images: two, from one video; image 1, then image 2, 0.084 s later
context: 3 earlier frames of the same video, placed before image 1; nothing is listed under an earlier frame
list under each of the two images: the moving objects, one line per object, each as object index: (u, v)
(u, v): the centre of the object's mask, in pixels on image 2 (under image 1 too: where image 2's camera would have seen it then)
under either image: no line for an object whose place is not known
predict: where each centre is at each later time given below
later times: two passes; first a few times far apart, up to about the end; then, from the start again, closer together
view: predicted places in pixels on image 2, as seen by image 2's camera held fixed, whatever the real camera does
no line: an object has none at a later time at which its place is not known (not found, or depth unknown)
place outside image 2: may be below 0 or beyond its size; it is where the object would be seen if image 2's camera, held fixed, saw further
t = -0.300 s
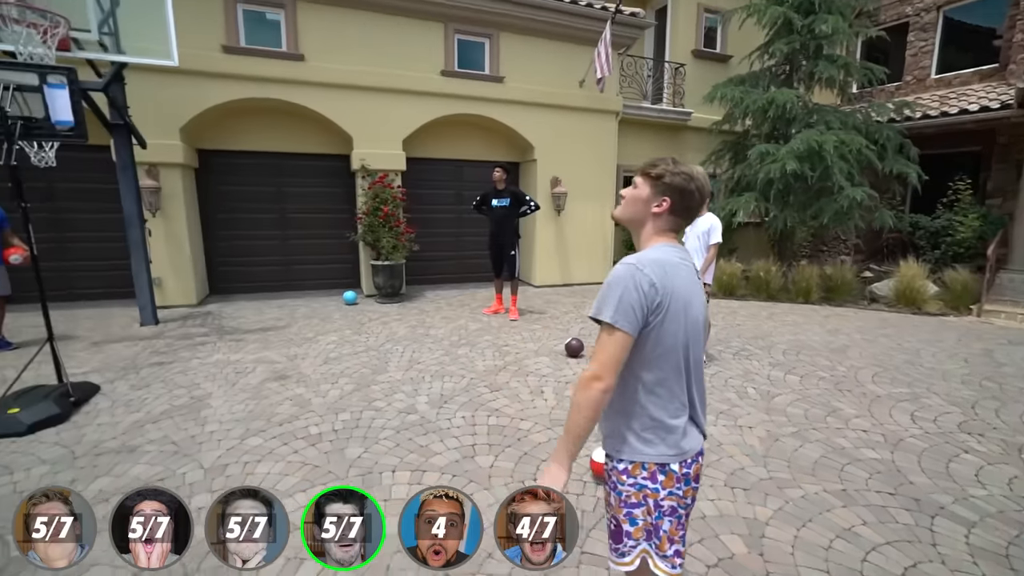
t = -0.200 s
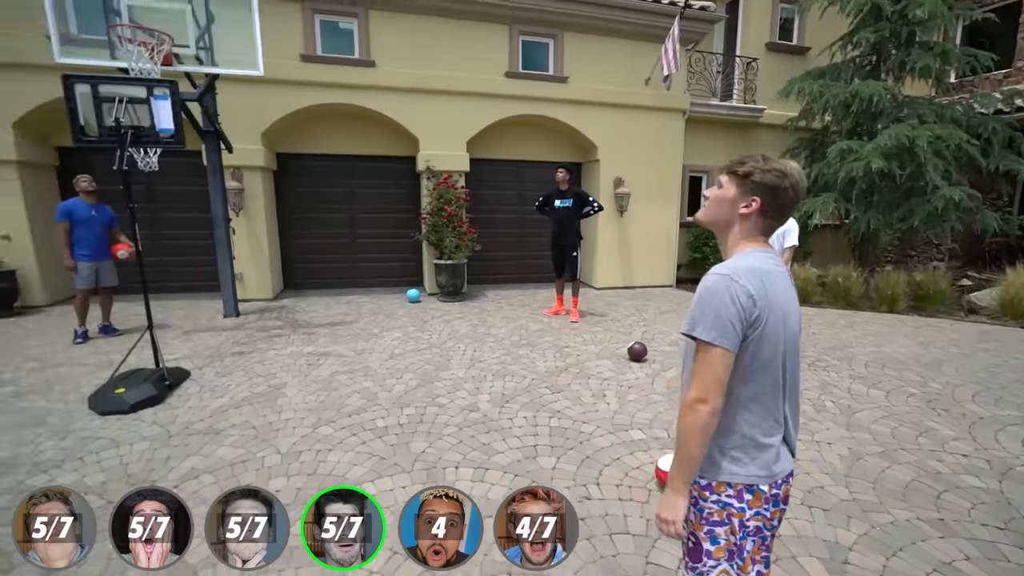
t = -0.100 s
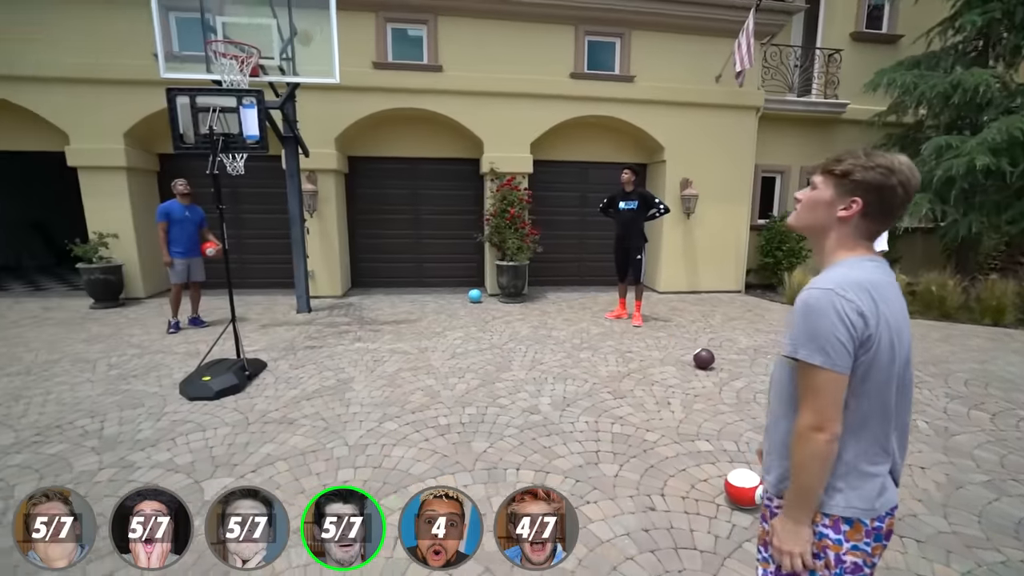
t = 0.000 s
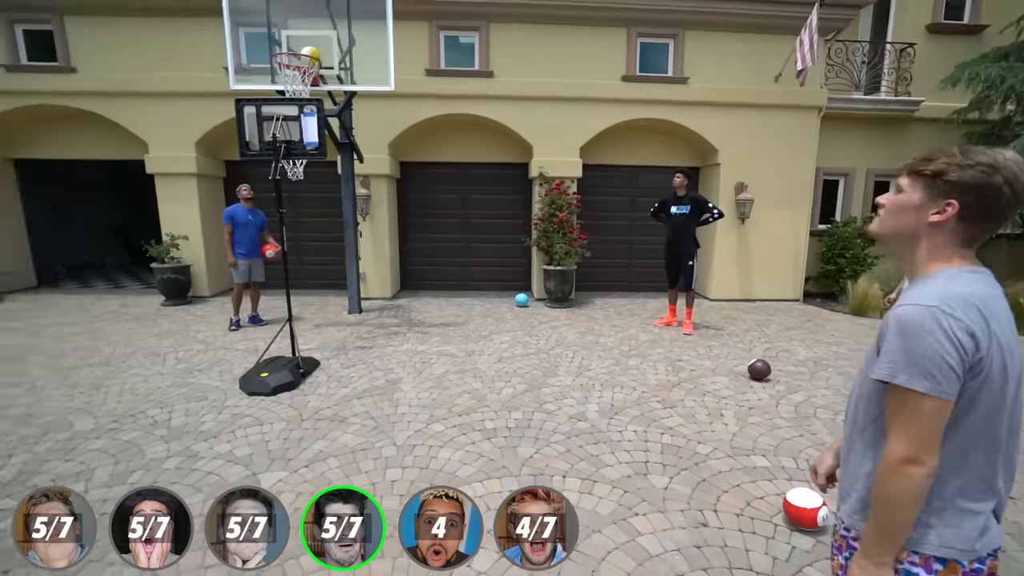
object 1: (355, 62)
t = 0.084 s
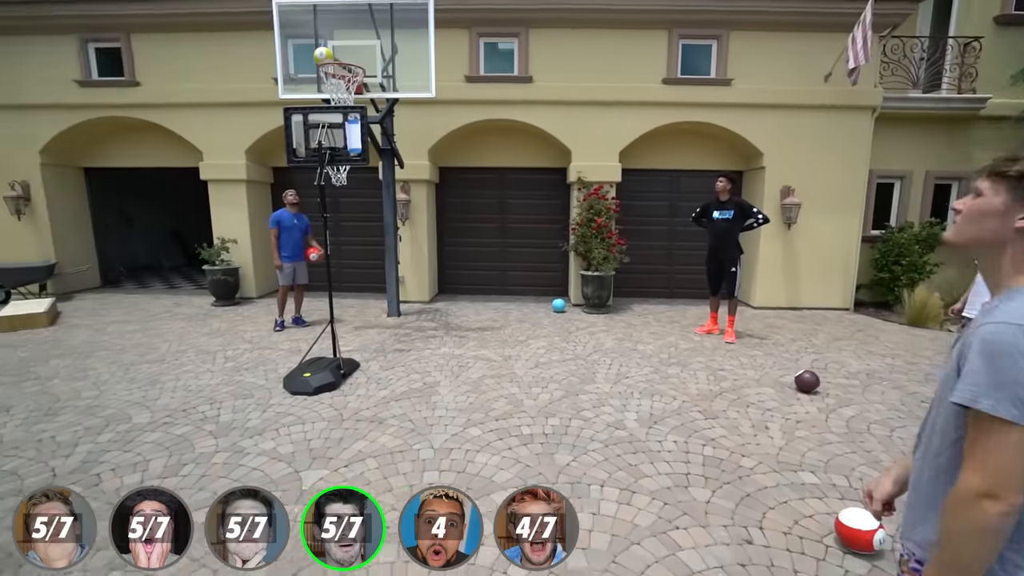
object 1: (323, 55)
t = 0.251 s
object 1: (272, 30)
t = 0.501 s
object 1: (198, 41)
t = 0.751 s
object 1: (133, 116)
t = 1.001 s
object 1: (85, 246)
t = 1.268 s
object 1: (28, 285)
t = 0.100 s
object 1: (317, 53)
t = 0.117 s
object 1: (313, 50)
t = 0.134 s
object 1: (308, 46)
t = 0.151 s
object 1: (303, 43)
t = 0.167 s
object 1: (297, 39)
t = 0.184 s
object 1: (292, 36)
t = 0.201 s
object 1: (287, 34)
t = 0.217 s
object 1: (283, 33)
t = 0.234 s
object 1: (277, 30)
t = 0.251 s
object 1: (272, 30)
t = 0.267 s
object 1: (268, 29)
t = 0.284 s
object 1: (262, 27)
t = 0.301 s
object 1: (257, 27)
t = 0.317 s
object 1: (252, 26)
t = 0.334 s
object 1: (247, 26)
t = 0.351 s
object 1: (242, 26)
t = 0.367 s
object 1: (237, 26)
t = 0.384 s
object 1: (232, 27)
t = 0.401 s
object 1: (227, 28)
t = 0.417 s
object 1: (222, 30)
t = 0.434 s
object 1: (217, 32)
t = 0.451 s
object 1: (213, 34)
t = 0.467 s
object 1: (207, 36)
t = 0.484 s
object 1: (203, 38)
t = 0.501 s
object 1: (198, 41)
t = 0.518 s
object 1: (195, 44)
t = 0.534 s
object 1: (190, 47)
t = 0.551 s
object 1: (185, 51)
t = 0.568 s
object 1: (181, 55)
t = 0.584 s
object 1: (177, 59)
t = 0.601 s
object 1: (172, 63)
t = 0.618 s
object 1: (166, 68)
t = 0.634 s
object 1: (162, 73)
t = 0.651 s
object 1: (158, 78)
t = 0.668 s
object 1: (153, 83)
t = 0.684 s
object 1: (150, 90)
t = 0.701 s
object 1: (146, 95)
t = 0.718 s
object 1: (140, 99)
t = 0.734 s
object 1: (137, 107)
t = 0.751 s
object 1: (133, 116)
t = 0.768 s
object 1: (129, 122)
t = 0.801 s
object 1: (122, 137)
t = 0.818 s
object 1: (119, 144)
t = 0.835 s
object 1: (114, 152)
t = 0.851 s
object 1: (112, 162)
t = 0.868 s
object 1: (109, 170)
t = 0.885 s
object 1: (106, 179)
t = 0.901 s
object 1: (102, 188)
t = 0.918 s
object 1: (99, 197)
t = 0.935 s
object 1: (95, 206)
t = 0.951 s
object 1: (93, 216)
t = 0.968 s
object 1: (90, 226)
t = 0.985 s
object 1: (87, 236)
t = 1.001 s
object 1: (85, 246)
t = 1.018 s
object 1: (82, 256)
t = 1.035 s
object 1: (80, 267)
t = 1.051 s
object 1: (77, 278)
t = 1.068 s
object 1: (74, 288)
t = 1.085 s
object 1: (70, 299)
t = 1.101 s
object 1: (67, 310)
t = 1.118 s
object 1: (62, 322)
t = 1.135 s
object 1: (57, 334)
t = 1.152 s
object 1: (56, 345)
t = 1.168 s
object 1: (50, 338)
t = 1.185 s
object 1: (47, 328)
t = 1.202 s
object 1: (45, 318)
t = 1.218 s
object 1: (38, 309)
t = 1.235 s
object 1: (36, 301)
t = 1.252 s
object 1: (32, 292)
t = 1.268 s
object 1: (28, 285)
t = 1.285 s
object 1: (25, 277)
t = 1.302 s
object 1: (20, 268)
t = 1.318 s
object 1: (15, 260)
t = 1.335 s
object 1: (11, 253)
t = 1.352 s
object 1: (7, 246)
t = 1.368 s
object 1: (3, 240)
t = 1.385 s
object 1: (-1, 233)
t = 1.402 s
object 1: (-5, 227)
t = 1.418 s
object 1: (-9, 221)
